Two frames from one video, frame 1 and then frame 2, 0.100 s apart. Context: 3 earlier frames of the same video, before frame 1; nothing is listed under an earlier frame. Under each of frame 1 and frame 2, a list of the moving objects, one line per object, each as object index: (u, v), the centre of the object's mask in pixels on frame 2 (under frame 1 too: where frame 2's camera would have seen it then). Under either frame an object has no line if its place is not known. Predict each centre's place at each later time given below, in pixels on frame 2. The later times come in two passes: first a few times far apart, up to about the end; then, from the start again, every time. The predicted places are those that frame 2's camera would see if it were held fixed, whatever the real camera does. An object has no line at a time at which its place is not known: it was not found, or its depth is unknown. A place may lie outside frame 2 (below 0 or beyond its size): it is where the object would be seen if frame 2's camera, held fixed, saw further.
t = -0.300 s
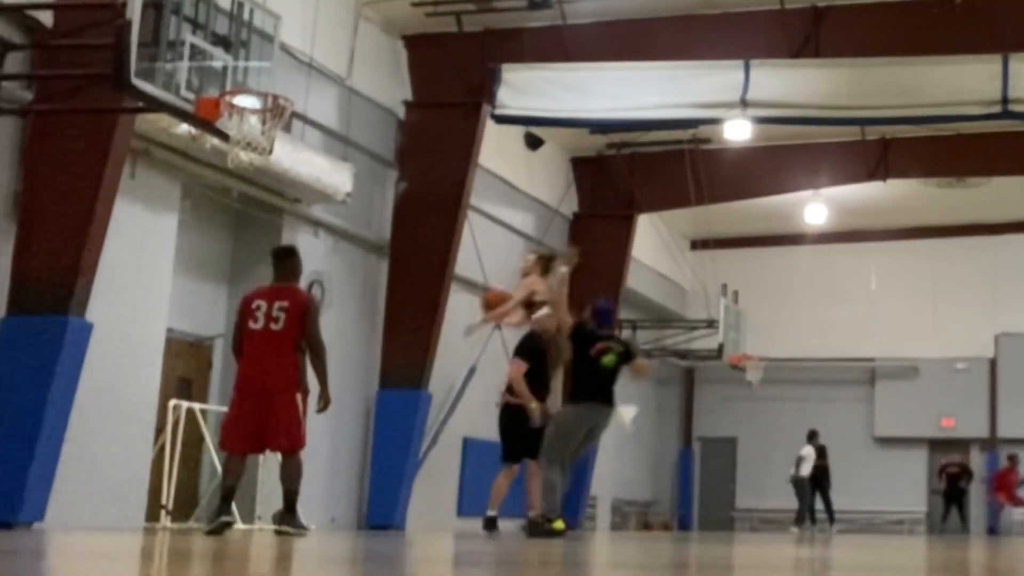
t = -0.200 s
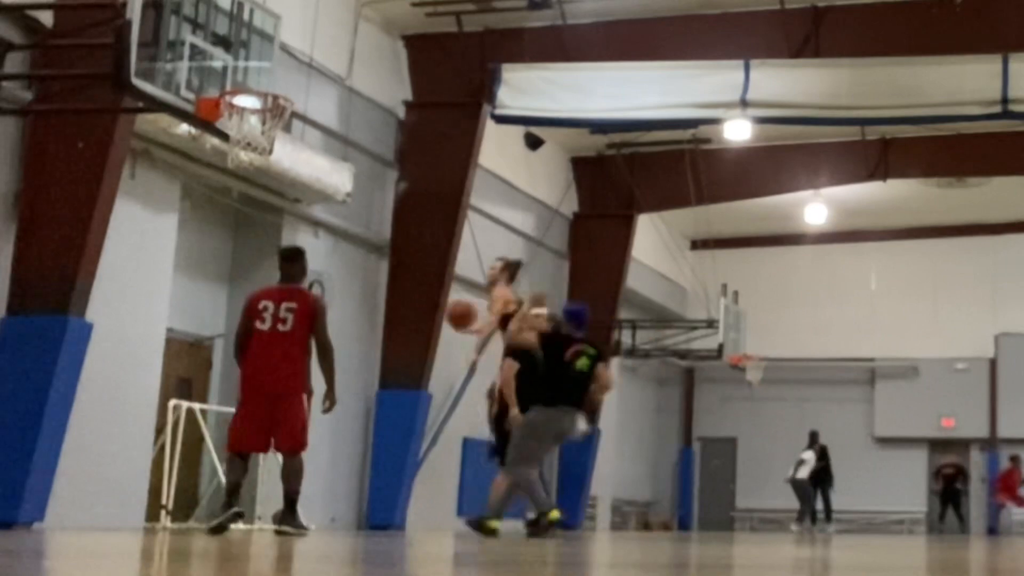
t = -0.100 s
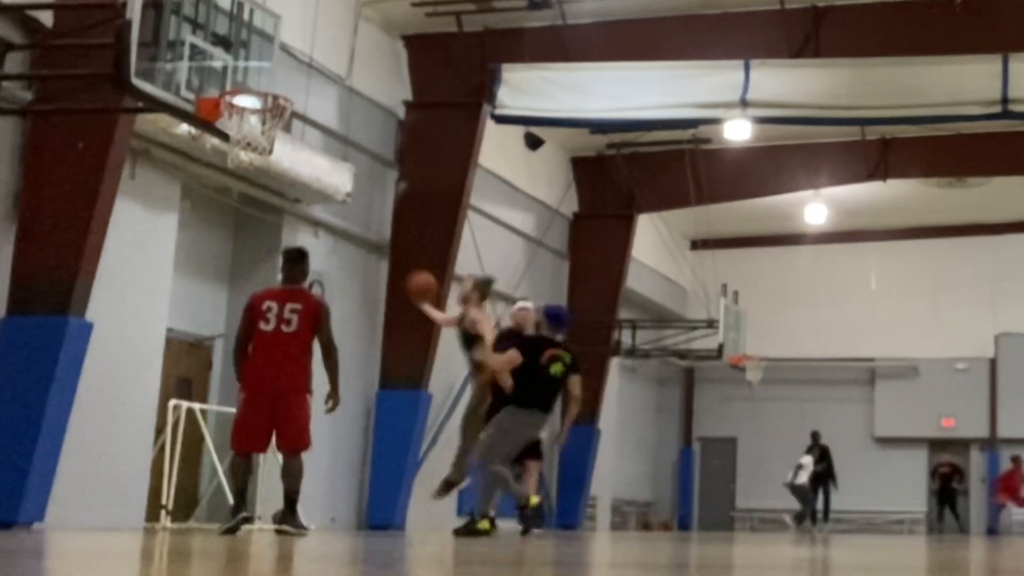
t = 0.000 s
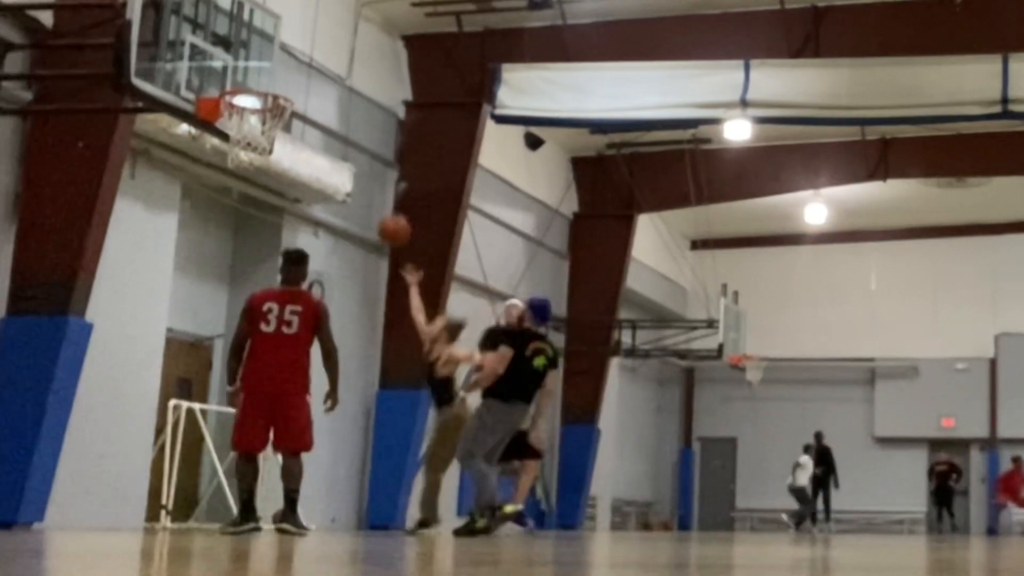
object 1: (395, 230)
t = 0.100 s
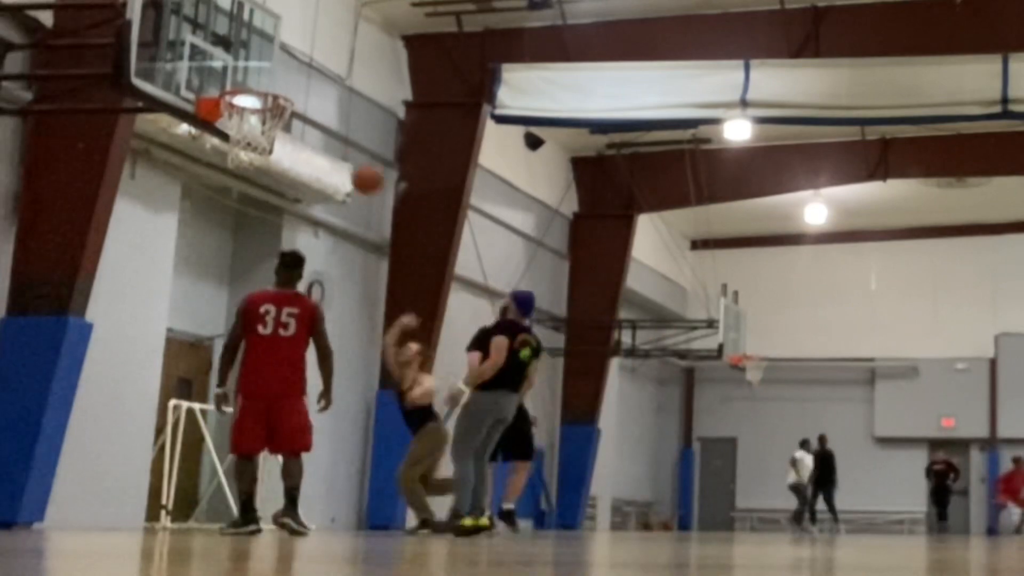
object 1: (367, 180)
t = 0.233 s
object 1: (330, 128)
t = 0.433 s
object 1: (270, 88)
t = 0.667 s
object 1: (274, 90)
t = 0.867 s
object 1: (283, 77)
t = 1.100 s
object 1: (286, 86)
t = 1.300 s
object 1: (278, 90)
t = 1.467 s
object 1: (262, 123)
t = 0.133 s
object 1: (358, 164)
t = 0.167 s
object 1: (349, 151)
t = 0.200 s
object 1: (339, 139)
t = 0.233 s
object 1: (330, 128)
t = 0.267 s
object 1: (319, 118)
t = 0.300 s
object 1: (309, 110)
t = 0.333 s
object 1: (301, 102)
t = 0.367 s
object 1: (290, 95)
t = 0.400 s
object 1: (279, 90)
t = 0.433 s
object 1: (270, 88)
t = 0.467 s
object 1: (271, 83)
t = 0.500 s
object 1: (272, 81)
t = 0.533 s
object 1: (272, 81)
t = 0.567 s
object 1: (273, 81)
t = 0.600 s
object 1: (273, 82)
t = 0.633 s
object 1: (274, 86)
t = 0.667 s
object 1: (274, 90)
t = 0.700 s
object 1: (275, 92)
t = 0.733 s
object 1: (276, 85)
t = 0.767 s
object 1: (278, 81)
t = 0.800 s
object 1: (279, 79)
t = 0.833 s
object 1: (281, 78)
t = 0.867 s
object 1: (283, 77)
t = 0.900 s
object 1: (284, 78)
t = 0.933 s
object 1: (284, 80)
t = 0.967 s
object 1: (285, 85)
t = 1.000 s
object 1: (286, 89)
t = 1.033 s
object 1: (287, 88)
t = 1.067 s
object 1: (287, 86)
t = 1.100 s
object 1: (286, 86)
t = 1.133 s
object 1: (286, 87)
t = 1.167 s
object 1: (285, 88)
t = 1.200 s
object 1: (284, 88)
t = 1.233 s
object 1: (282, 88)
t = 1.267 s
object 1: (280, 89)
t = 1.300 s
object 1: (278, 90)
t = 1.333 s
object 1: (275, 93)
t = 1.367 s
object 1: (273, 99)
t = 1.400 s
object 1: (271, 106)
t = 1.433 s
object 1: (267, 113)
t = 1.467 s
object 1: (262, 123)
